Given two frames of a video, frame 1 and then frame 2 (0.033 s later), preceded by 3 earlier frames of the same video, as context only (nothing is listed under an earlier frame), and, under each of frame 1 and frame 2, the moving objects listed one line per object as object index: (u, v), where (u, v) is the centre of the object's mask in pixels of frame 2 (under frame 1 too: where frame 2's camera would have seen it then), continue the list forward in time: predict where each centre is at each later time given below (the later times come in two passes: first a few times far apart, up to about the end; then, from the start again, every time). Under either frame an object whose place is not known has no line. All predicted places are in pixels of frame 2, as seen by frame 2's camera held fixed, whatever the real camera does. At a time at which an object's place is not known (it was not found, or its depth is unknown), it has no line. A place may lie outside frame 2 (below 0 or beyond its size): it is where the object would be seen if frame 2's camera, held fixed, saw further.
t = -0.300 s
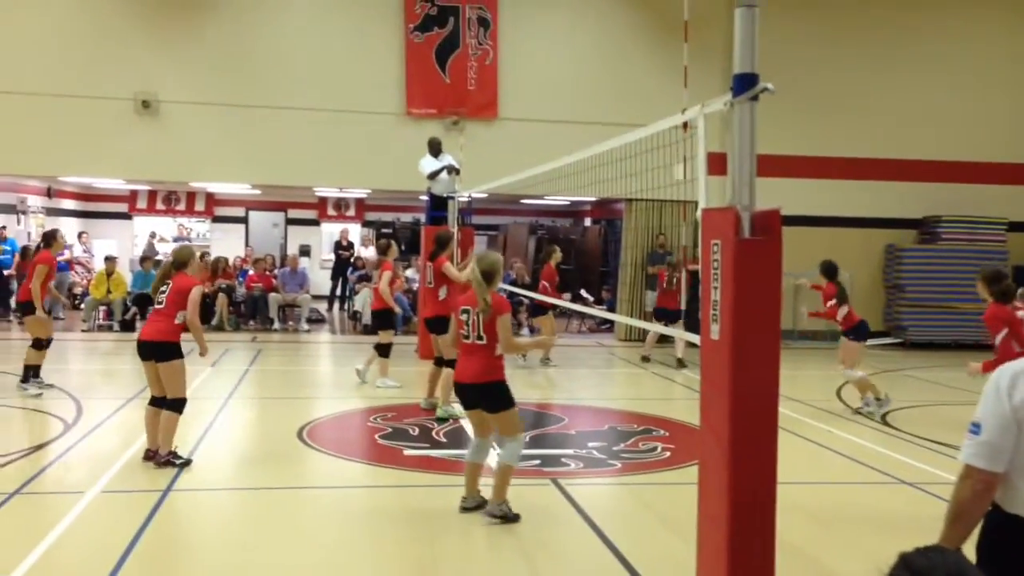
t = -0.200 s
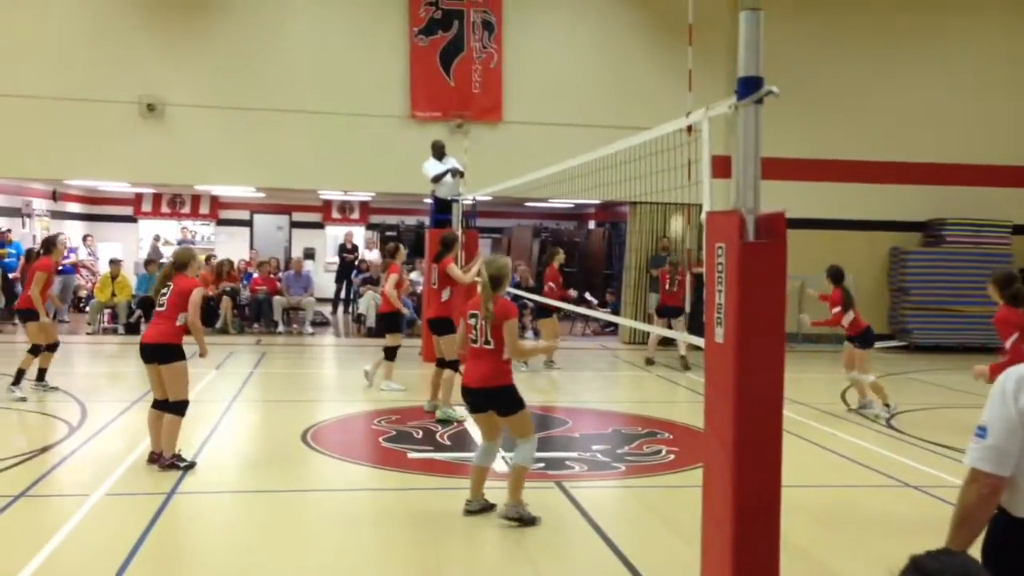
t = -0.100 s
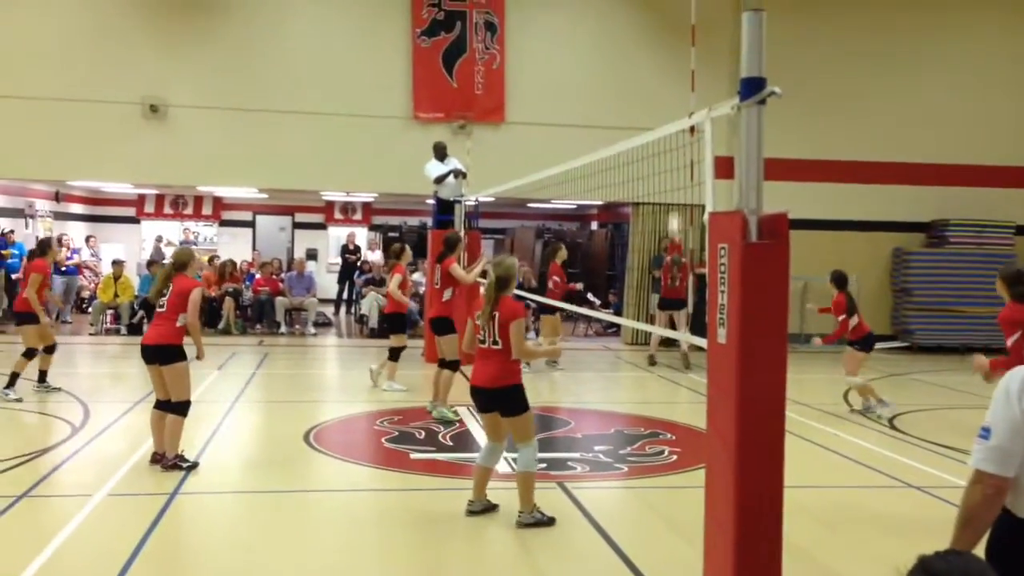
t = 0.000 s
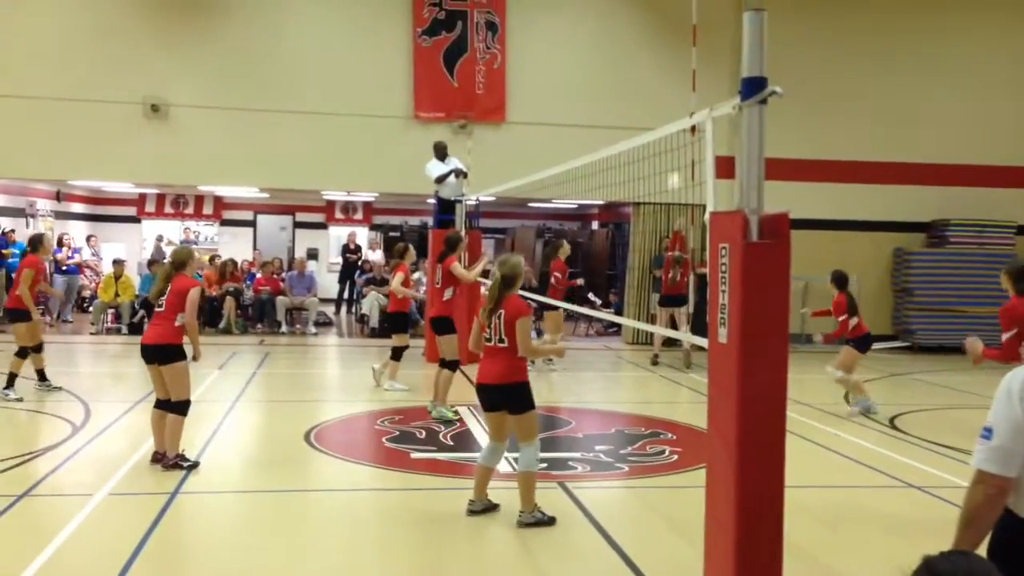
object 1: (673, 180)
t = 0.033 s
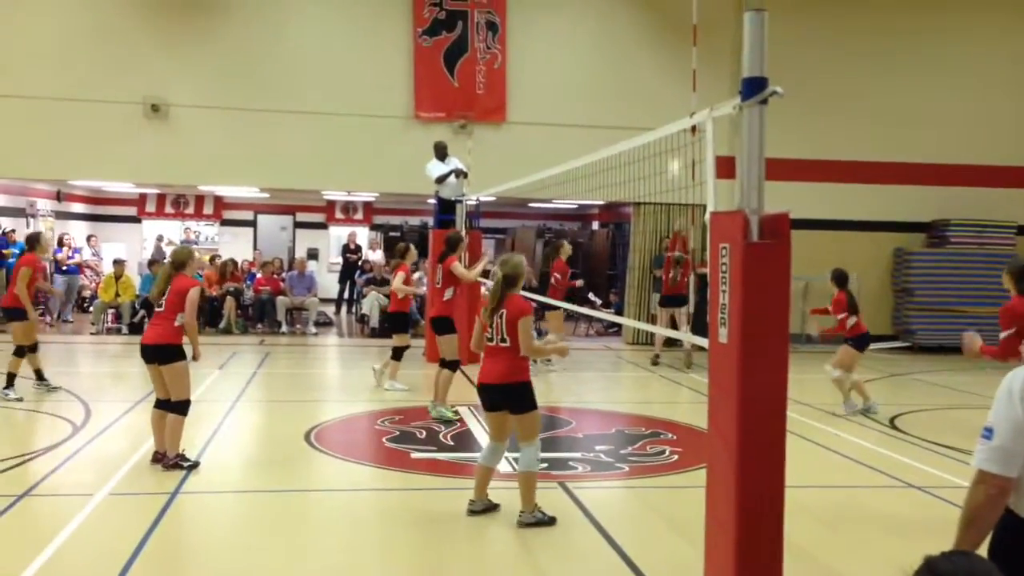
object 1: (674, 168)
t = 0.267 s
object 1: (669, 93)
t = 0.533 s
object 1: (660, 53)
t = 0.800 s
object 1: (645, 77)
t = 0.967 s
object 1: (630, 138)
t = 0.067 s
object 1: (673, 156)
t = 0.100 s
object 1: (672, 142)
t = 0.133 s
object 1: (673, 136)
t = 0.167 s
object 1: (671, 118)
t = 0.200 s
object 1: (671, 110)
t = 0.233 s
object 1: (670, 101)
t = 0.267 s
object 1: (669, 93)
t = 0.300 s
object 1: (669, 84)
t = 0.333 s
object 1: (668, 77)
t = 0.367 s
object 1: (666, 70)
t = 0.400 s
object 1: (665, 65)
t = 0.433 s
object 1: (664, 60)
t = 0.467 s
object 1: (663, 57)
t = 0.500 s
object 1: (661, 54)
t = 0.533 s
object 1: (660, 53)
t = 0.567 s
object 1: (659, 51)
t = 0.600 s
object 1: (657, 51)
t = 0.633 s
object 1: (655, 51)
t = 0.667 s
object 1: (653, 53)
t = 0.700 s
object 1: (651, 57)
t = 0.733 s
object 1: (648, 63)
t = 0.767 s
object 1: (647, 69)
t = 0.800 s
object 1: (645, 77)
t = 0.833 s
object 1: (643, 87)
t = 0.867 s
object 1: (640, 98)
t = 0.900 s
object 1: (637, 110)
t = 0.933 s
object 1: (634, 125)
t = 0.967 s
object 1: (630, 138)
